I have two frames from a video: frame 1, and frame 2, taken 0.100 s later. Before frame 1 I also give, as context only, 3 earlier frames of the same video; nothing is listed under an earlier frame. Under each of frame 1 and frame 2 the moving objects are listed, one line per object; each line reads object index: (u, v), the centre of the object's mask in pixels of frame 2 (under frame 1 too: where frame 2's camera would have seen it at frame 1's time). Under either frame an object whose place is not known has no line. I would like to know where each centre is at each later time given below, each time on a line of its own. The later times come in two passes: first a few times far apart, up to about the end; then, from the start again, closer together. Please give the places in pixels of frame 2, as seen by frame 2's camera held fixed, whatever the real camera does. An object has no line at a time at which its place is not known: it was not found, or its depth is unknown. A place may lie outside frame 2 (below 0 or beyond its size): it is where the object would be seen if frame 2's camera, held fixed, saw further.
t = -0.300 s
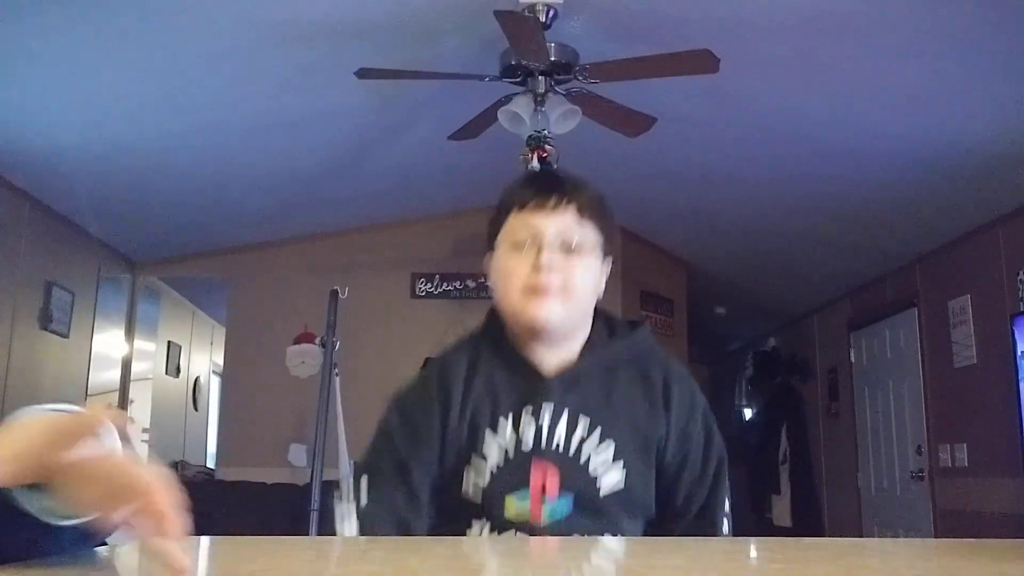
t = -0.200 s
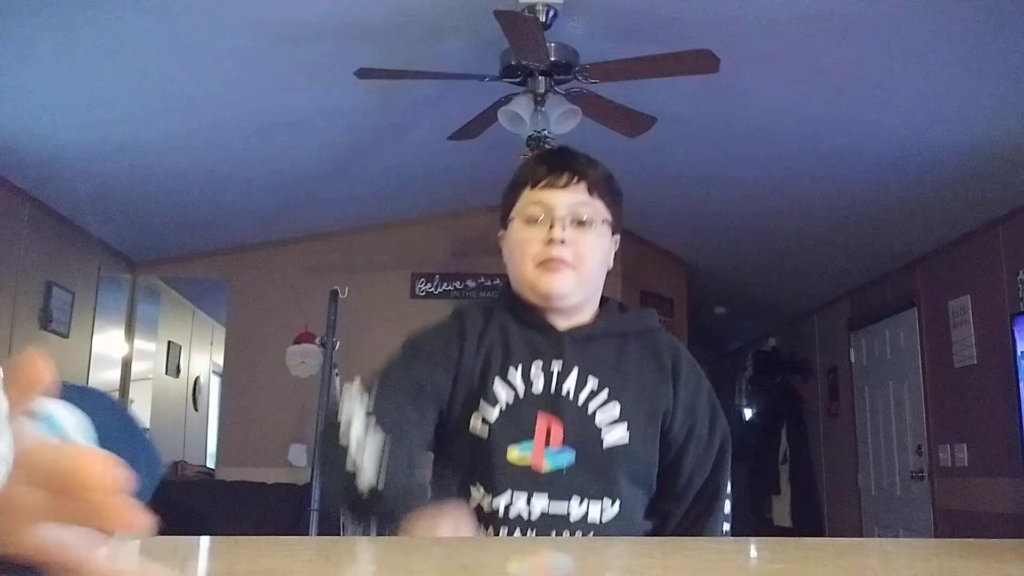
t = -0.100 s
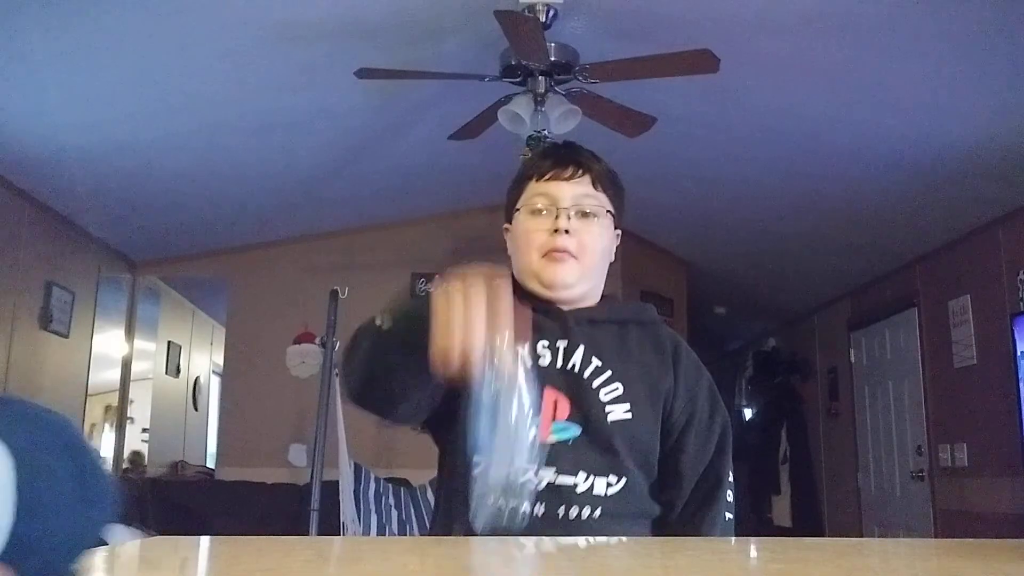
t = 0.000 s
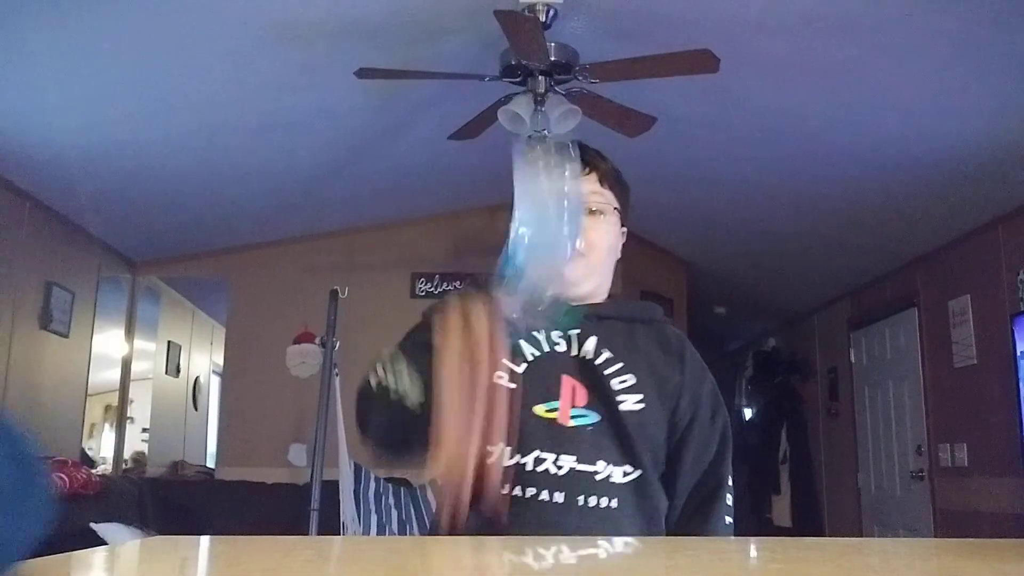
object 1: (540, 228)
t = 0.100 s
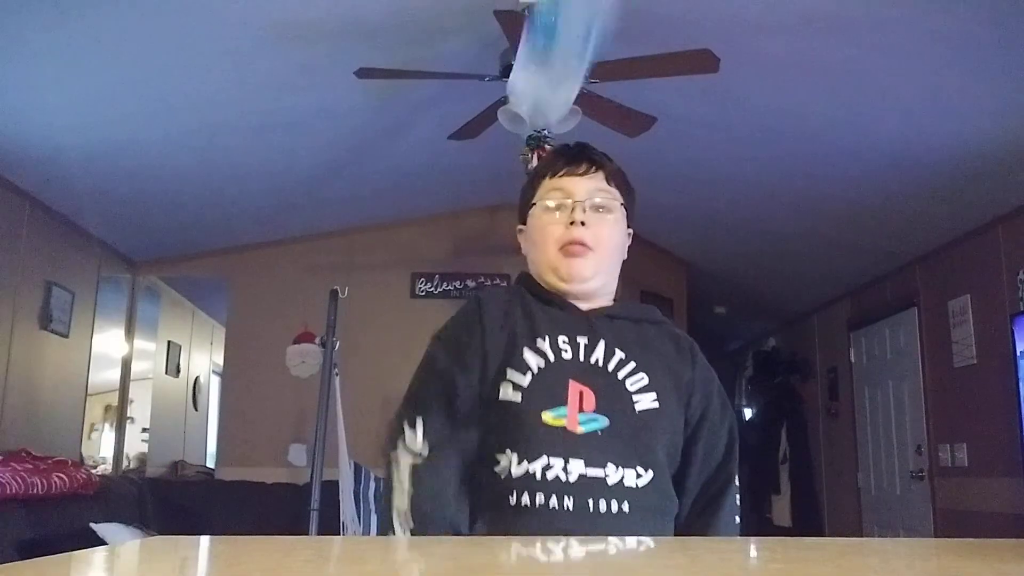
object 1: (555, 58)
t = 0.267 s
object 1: (549, 20)
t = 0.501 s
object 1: (659, 499)
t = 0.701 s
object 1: (791, 499)
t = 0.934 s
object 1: (835, 481)
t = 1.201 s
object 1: (839, 477)
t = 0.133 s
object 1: (559, 43)
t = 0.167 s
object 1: (573, 28)
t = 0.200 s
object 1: (586, 13)
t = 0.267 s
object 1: (549, 20)
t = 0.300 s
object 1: (571, 40)
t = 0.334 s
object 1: (595, 64)
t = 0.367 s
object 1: (617, 89)
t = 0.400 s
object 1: (622, 115)
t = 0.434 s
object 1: (633, 211)
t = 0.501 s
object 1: (659, 499)
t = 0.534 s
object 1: (677, 480)
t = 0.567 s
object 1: (703, 470)
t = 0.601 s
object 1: (739, 485)
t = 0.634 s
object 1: (765, 500)
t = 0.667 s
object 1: (776, 500)
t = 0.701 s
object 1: (791, 499)
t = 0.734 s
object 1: (799, 498)
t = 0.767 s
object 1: (800, 496)
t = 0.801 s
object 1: (802, 495)
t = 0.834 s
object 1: (810, 491)
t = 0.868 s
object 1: (820, 488)
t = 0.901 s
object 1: (829, 485)
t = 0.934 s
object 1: (835, 481)
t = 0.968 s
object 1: (838, 480)
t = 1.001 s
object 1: (838, 478)
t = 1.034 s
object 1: (838, 477)
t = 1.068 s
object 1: (839, 477)
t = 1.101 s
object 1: (839, 477)
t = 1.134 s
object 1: (839, 477)
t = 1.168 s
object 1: (839, 477)
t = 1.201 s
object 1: (839, 477)
